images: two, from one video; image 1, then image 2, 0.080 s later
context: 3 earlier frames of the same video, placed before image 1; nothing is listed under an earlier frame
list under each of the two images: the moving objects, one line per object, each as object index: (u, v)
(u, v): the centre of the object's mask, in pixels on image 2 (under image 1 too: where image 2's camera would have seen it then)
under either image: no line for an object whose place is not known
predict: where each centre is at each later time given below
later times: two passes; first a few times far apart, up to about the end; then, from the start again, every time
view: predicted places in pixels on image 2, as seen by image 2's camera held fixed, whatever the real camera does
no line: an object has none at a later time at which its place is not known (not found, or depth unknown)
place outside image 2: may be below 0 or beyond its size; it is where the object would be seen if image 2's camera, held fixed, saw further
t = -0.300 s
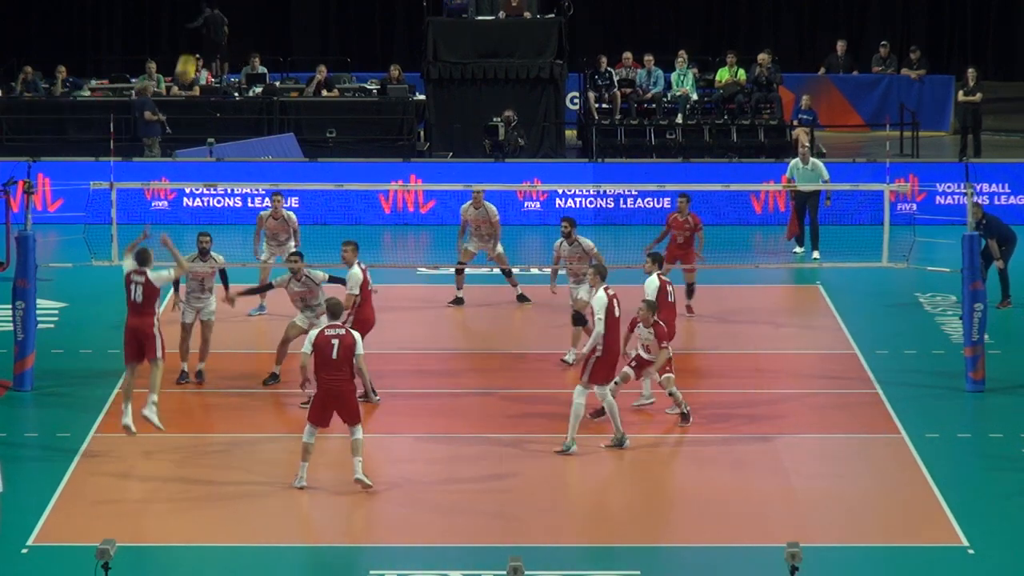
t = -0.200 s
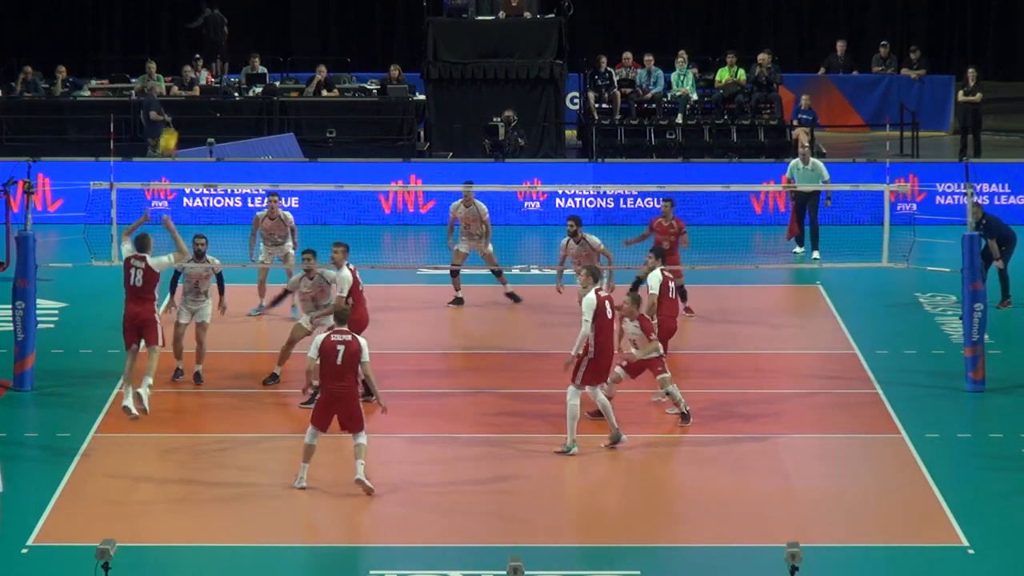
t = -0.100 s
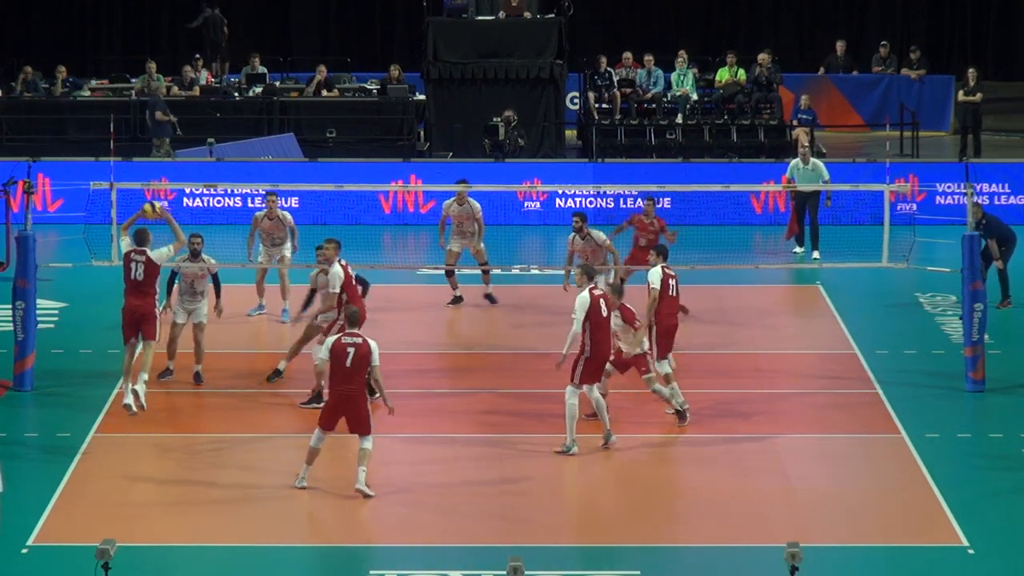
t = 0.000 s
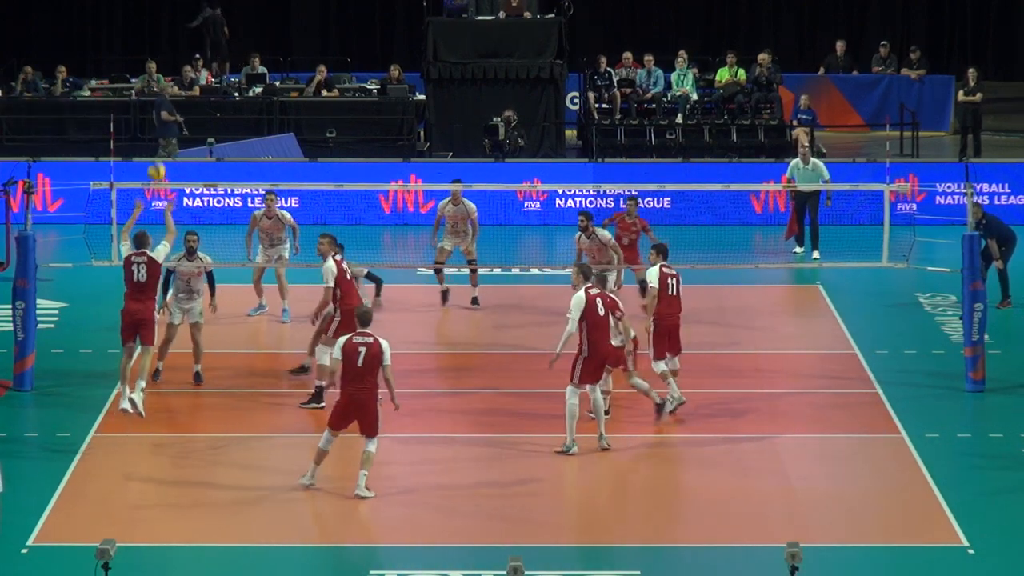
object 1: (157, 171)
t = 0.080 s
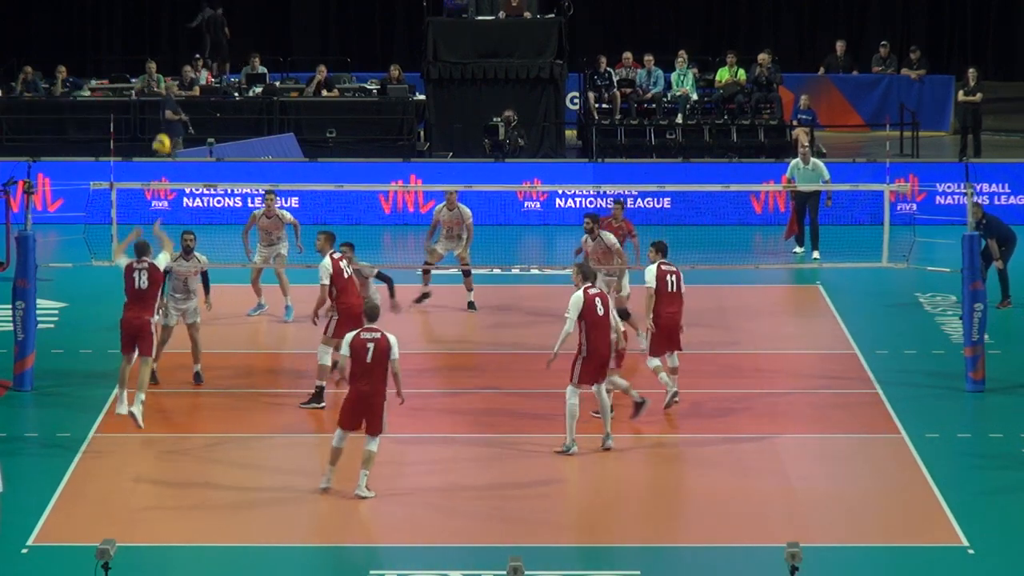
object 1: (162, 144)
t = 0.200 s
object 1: (171, 116)
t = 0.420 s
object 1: (188, 95)
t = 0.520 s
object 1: (195, 98)
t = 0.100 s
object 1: (163, 138)
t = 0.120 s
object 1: (164, 133)
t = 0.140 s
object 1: (166, 128)
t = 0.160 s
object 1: (168, 124)
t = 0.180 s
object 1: (169, 119)
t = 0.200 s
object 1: (171, 116)
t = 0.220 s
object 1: (172, 112)
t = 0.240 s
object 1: (173, 109)
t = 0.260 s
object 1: (175, 106)
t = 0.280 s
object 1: (176, 104)
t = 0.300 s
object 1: (178, 102)
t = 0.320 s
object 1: (180, 100)
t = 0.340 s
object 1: (182, 98)
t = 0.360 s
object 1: (183, 97)
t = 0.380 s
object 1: (185, 96)
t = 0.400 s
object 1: (186, 95)
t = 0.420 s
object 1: (188, 95)
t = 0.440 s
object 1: (189, 95)
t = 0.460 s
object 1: (190, 96)
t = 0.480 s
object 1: (192, 96)
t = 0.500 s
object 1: (193, 97)
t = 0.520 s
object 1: (195, 98)
